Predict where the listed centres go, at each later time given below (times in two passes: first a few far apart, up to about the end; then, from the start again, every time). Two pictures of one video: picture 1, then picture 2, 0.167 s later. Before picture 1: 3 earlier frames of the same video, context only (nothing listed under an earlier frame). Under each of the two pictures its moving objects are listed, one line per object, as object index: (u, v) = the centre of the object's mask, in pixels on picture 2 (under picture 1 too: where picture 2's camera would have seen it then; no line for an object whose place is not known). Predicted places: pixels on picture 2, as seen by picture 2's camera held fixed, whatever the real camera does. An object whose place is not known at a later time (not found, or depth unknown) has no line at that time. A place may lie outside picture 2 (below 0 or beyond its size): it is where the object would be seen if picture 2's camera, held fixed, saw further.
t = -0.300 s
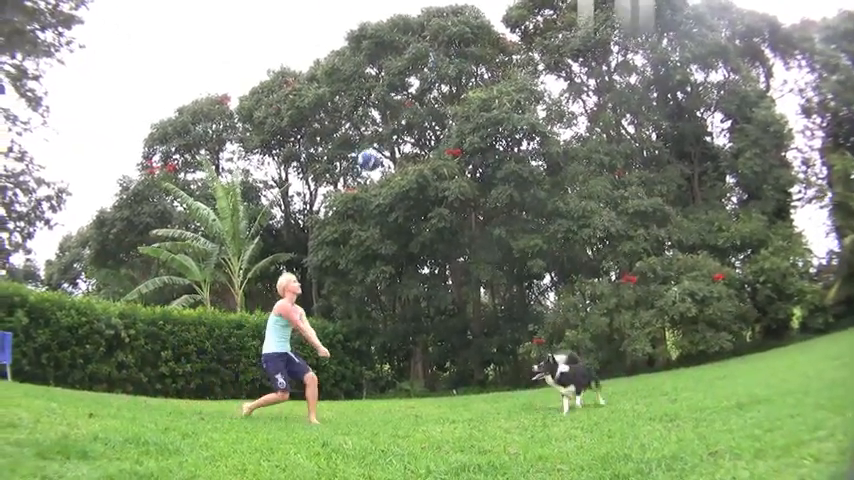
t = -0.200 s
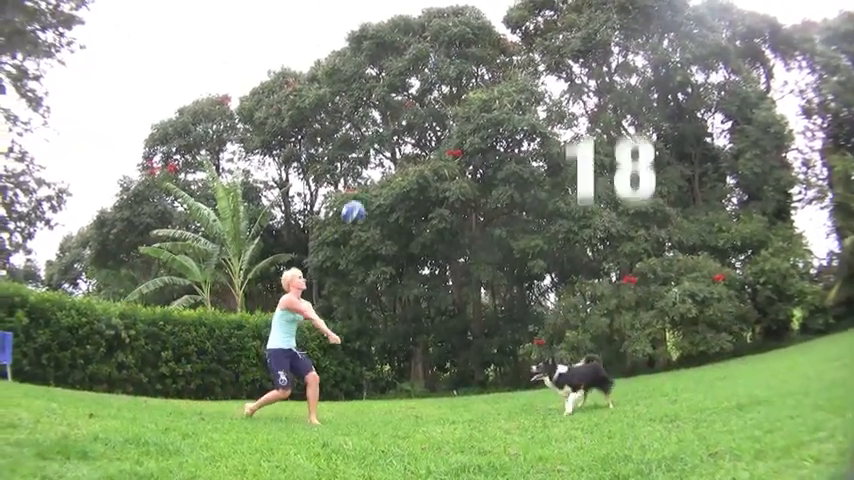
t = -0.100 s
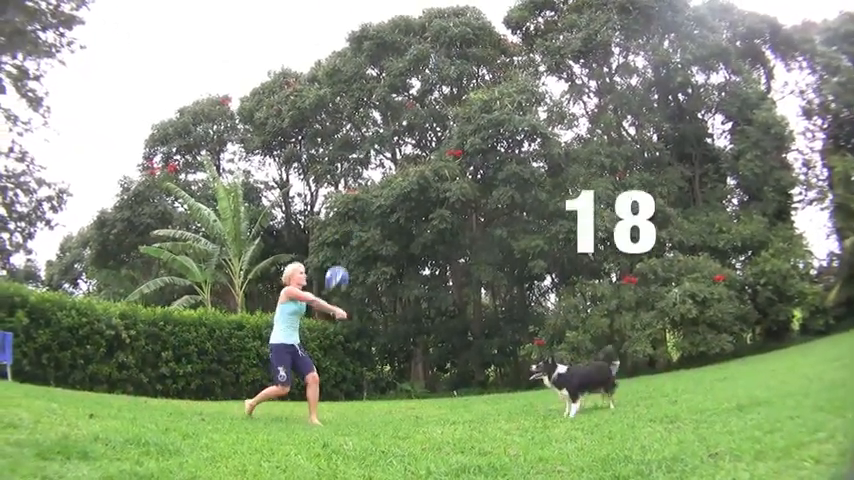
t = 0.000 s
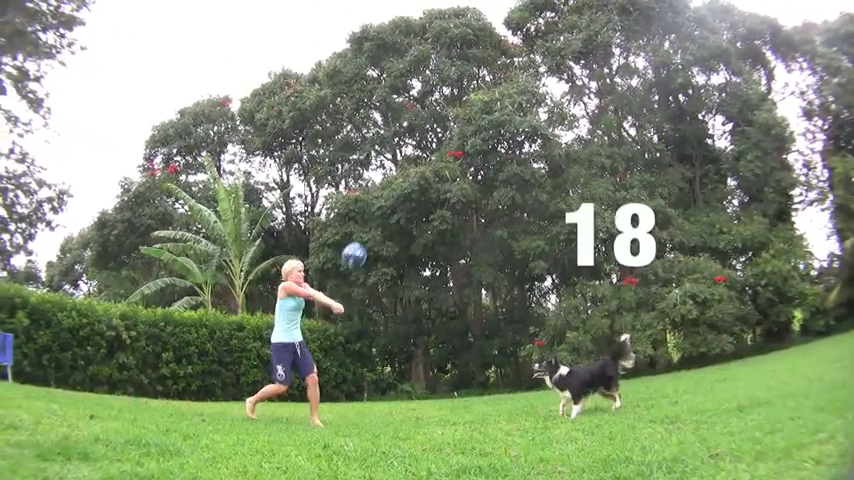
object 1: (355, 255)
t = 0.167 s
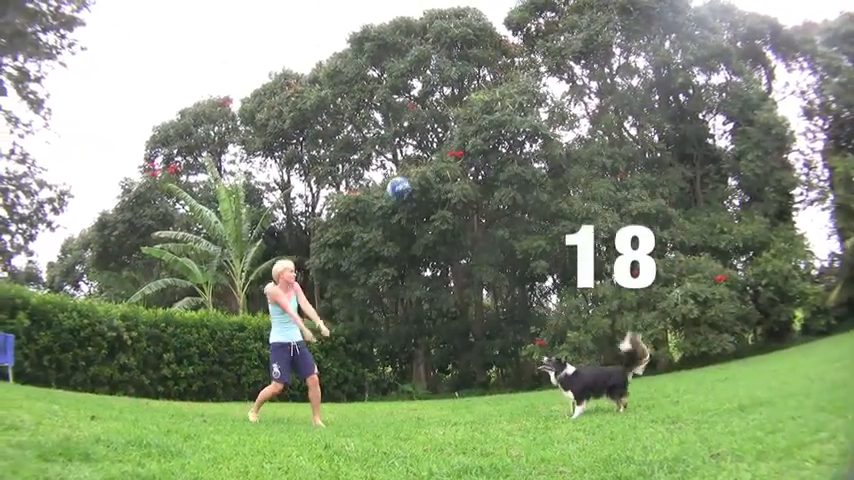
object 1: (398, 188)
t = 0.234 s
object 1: (415, 169)
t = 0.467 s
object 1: (472, 144)
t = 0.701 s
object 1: (532, 169)
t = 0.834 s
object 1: (563, 207)
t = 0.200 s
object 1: (407, 178)
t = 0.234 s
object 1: (415, 169)
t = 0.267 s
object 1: (422, 163)
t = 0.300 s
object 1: (431, 157)
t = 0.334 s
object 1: (439, 152)
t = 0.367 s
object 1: (448, 148)
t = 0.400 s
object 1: (456, 146)
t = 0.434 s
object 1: (464, 144)
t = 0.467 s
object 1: (472, 144)
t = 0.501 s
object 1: (480, 144)
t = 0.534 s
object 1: (488, 146)
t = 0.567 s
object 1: (497, 149)
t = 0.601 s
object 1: (504, 152)
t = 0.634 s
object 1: (512, 157)
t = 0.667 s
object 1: (520, 163)
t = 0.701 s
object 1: (532, 169)
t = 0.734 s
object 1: (537, 177)
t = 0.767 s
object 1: (545, 186)
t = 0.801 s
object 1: (554, 197)
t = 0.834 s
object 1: (563, 207)
